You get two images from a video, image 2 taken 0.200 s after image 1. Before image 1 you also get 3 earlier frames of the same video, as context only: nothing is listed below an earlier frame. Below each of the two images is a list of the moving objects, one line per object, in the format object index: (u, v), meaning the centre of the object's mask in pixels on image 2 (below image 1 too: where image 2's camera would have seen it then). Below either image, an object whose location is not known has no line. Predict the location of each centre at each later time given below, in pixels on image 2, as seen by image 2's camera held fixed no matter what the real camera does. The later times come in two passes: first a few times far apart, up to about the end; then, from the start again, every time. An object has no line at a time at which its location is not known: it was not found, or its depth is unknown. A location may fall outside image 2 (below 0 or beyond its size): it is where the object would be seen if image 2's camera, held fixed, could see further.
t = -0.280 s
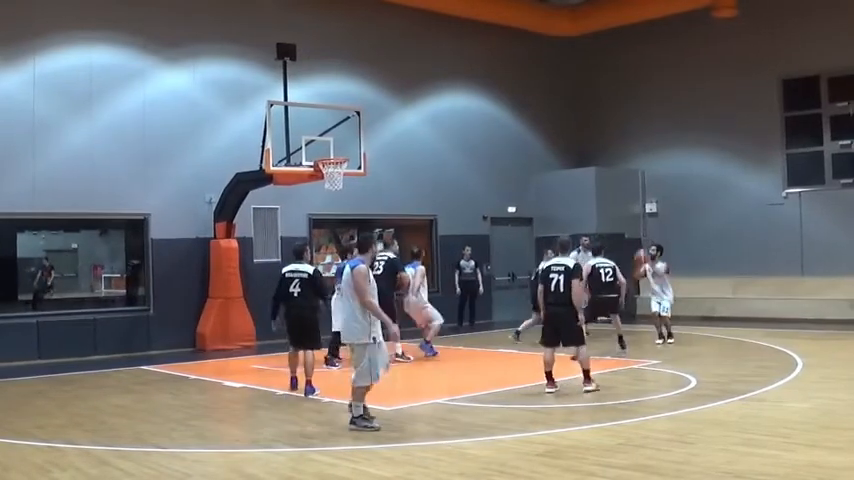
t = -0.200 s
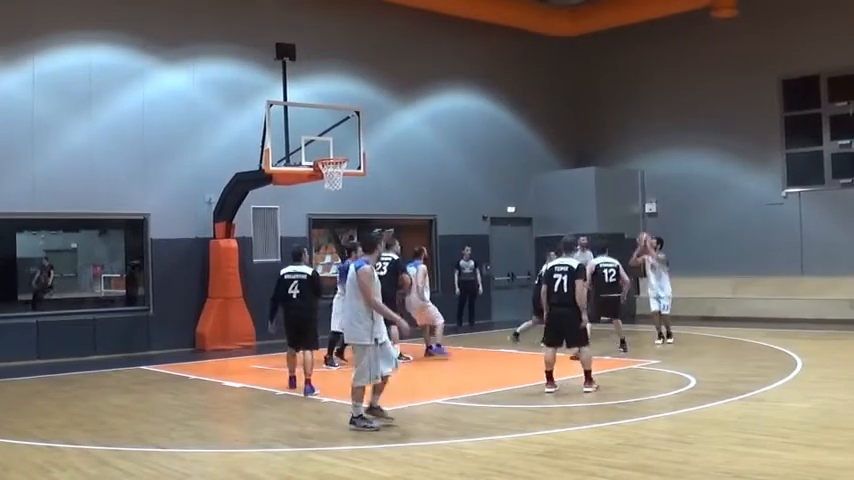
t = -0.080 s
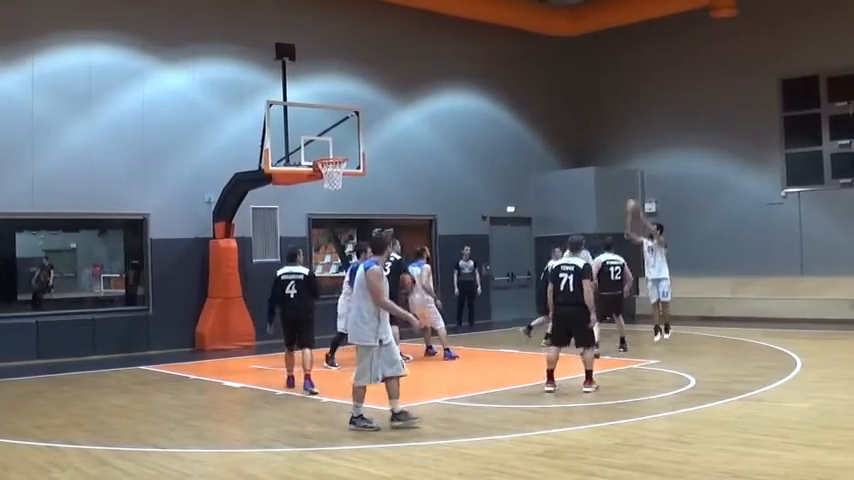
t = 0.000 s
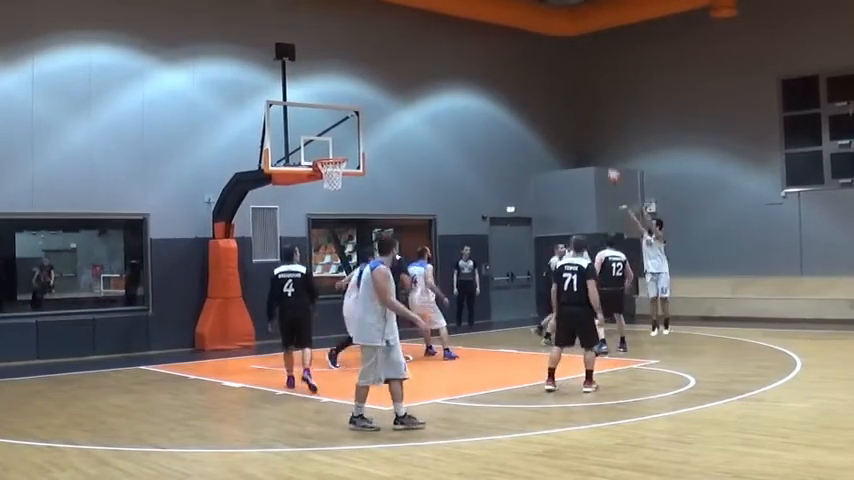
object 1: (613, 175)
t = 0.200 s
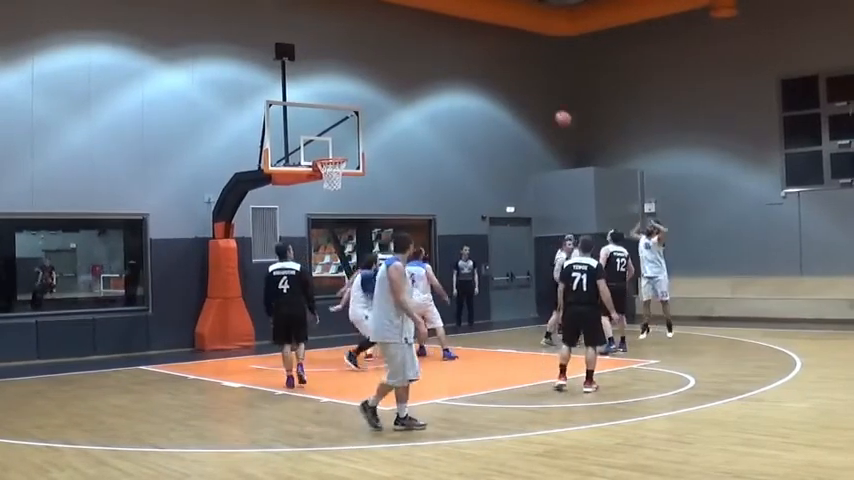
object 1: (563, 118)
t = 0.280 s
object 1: (543, 102)
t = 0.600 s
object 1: (465, 71)
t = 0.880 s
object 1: (396, 95)
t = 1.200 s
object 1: (325, 154)
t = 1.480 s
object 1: (363, 143)
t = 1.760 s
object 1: (403, 179)
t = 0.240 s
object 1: (552, 110)
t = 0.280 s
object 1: (543, 102)
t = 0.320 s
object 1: (533, 95)
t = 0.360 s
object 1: (523, 89)
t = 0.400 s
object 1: (513, 83)
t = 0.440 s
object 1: (503, 78)
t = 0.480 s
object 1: (494, 75)
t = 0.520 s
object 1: (483, 72)
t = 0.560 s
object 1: (474, 71)
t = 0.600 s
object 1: (465, 71)
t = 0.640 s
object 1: (455, 71)
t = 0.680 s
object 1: (445, 72)
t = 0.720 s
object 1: (435, 74)
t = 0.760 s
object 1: (425, 78)
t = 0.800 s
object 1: (415, 83)
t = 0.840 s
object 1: (406, 88)
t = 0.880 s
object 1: (396, 95)
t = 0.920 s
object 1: (386, 103)
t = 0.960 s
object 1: (376, 111)
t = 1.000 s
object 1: (366, 120)
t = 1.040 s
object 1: (356, 134)
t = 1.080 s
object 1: (346, 144)
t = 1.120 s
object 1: (338, 152)
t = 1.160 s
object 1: (330, 153)
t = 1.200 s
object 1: (325, 154)
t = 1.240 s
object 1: (329, 152)
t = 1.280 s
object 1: (335, 149)
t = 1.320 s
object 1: (341, 146)
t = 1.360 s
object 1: (345, 143)
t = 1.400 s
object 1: (351, 142)
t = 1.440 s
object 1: (357, 142)
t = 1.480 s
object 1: (363, 143)
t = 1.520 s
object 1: (369, 145)
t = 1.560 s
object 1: (374, 148)
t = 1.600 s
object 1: (380, 152)
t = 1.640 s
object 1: (386, 158)
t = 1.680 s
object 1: (392, 163)
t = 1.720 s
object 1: (398, 171)
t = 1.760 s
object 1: (403, 179)
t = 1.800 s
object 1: (411, 189)
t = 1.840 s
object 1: (416, 199)
